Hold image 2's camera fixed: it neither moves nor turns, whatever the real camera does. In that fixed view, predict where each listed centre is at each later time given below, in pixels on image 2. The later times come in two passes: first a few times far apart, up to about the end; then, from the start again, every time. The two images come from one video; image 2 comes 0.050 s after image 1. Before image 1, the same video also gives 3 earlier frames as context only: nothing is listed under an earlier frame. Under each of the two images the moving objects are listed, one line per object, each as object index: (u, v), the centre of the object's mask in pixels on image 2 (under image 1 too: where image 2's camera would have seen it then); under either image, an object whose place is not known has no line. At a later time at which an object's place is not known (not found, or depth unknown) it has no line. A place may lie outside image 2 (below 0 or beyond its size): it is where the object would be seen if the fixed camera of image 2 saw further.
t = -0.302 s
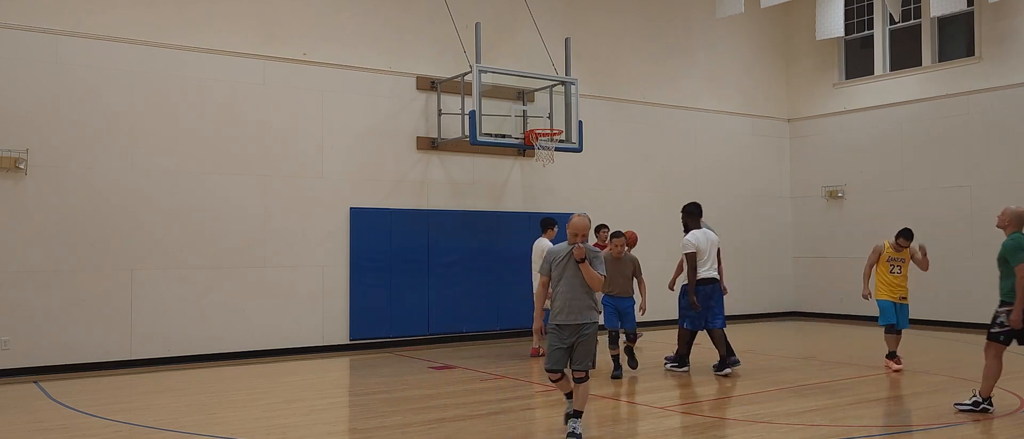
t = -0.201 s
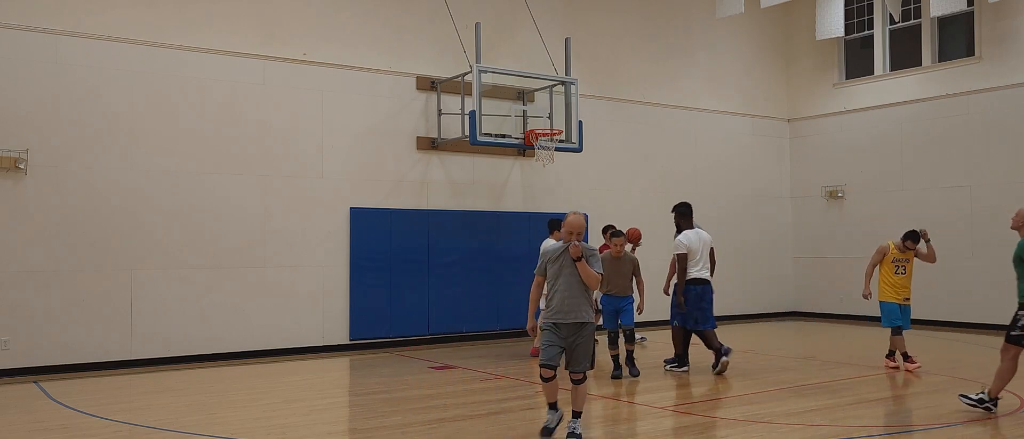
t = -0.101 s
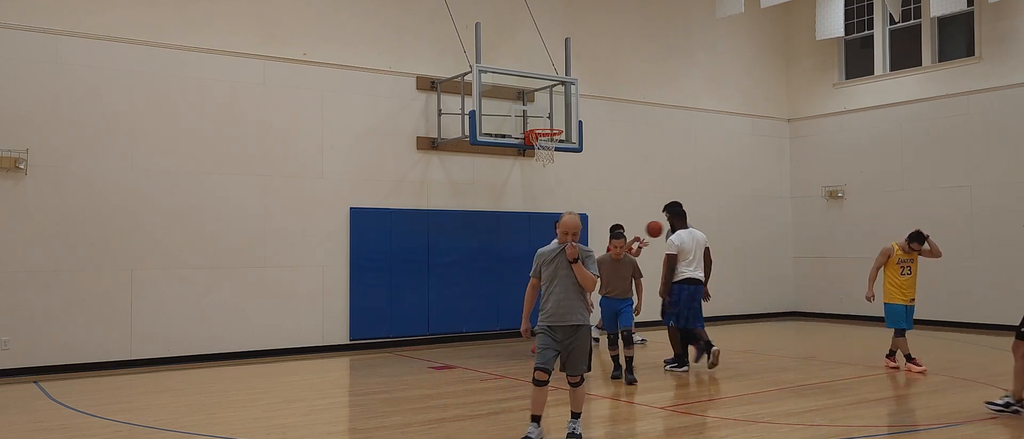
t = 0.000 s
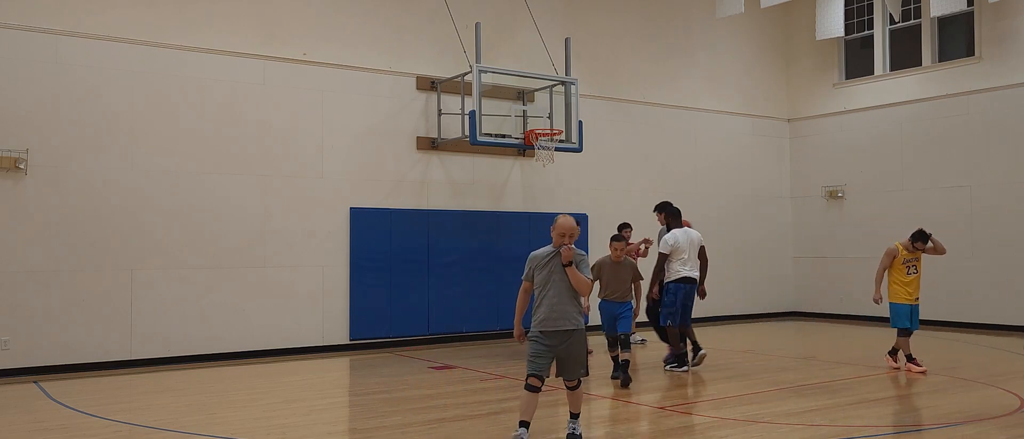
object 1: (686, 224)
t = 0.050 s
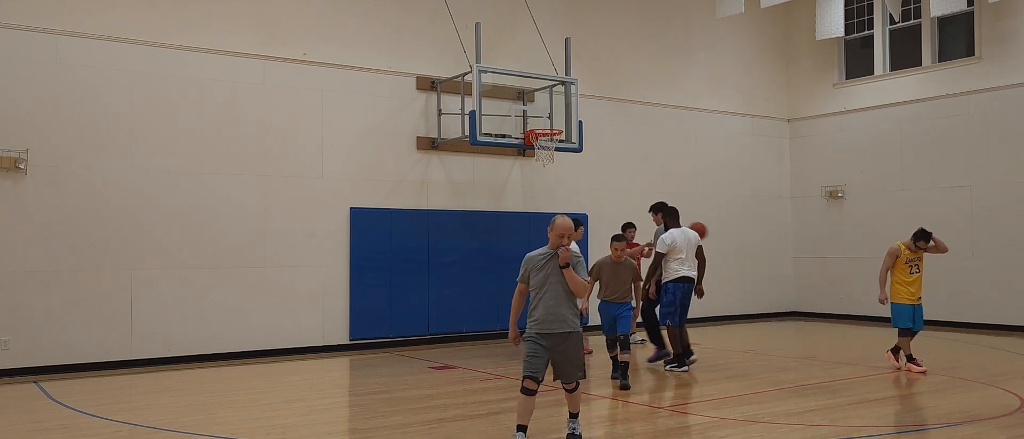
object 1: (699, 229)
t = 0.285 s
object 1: (779, 275)
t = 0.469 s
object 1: (863, 359)
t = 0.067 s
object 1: (703, 232)
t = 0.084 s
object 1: (708, 234)
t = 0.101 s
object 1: (713, 236)
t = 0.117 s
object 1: (718, 238)
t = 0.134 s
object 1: (724, 241)
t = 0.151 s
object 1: (729, 243)
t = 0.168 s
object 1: (735, 246)
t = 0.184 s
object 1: (741, 249)
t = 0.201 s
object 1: (747, 253)
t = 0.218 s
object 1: (753, 257)
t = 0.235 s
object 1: (759, 261)
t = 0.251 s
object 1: (766, 265)
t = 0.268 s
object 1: (772, 270)
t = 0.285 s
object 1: (779, 275)
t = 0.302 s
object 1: (786, 281)
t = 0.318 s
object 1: (793, 287)
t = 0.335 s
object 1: (800, 293)
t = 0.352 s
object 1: (807, 299)
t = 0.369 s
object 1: (814, 306)
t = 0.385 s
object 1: (822, 314)
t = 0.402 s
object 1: (829, 322)
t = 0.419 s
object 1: (838, 331)
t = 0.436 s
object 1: (846, 340)
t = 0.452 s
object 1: (854, 349)
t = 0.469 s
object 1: (863, 359)
